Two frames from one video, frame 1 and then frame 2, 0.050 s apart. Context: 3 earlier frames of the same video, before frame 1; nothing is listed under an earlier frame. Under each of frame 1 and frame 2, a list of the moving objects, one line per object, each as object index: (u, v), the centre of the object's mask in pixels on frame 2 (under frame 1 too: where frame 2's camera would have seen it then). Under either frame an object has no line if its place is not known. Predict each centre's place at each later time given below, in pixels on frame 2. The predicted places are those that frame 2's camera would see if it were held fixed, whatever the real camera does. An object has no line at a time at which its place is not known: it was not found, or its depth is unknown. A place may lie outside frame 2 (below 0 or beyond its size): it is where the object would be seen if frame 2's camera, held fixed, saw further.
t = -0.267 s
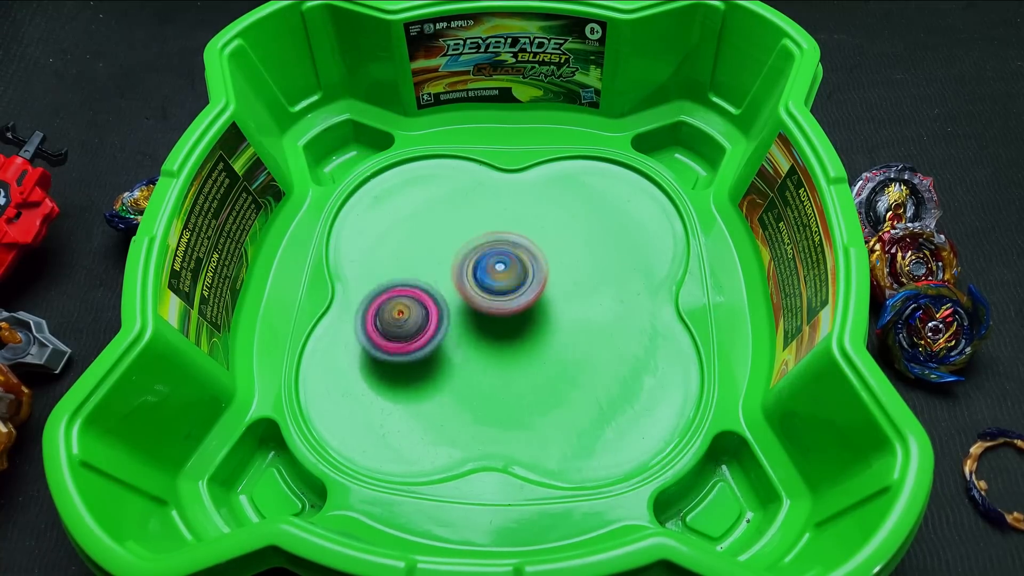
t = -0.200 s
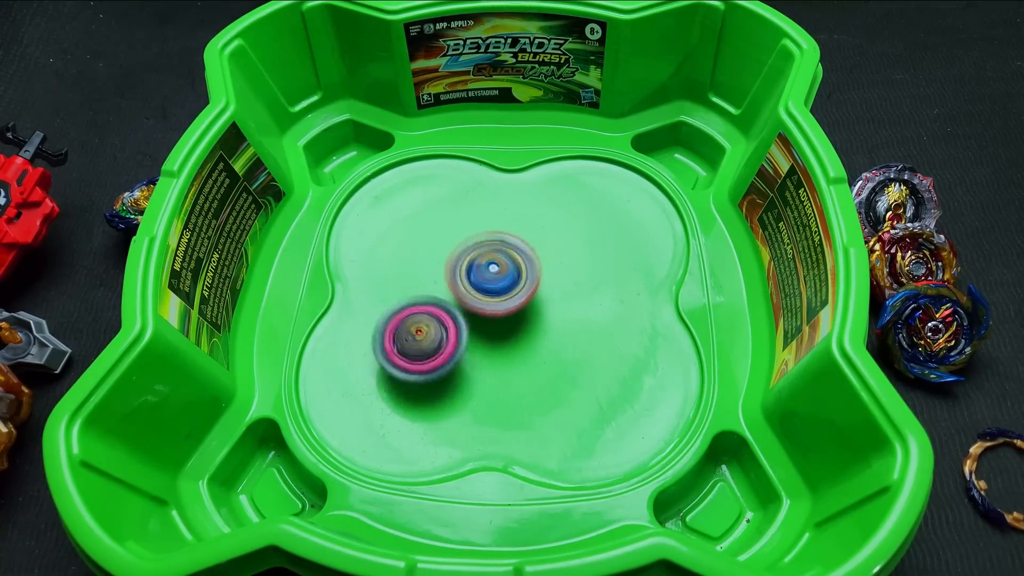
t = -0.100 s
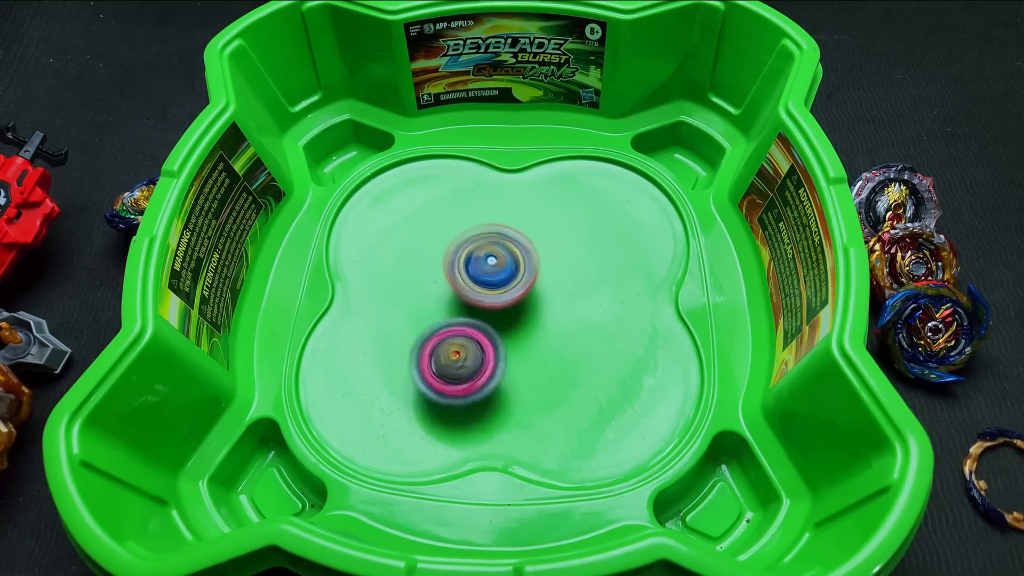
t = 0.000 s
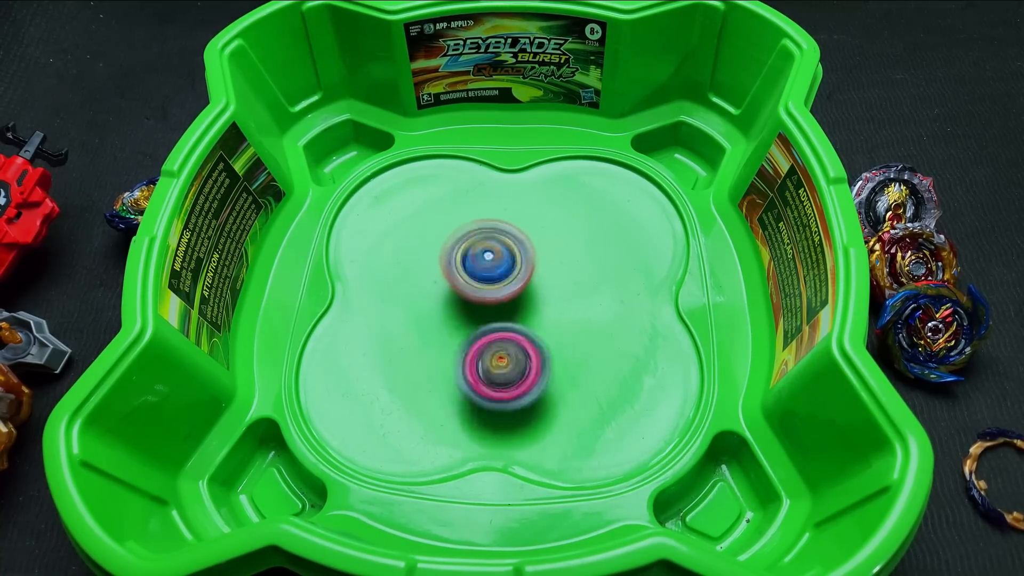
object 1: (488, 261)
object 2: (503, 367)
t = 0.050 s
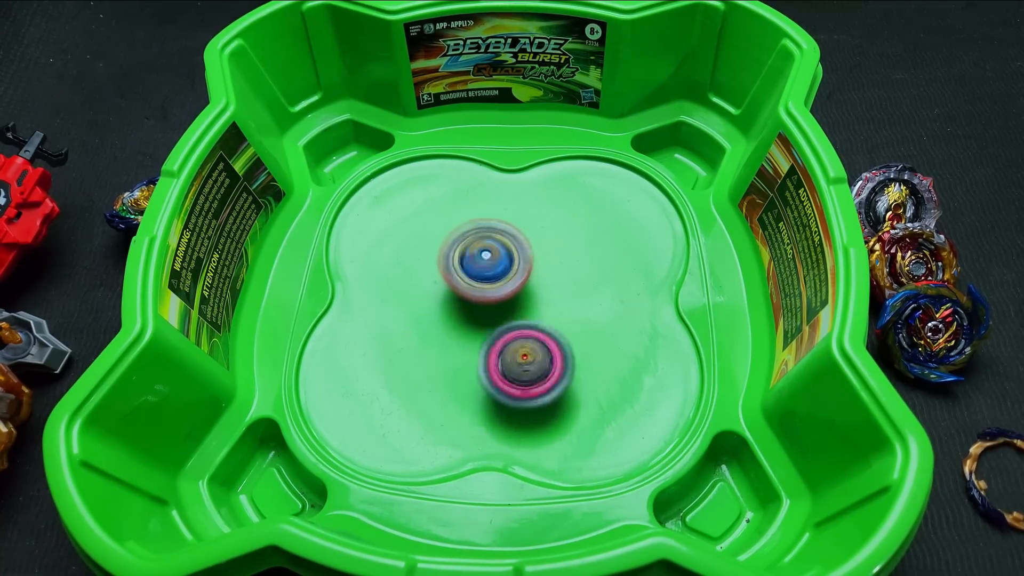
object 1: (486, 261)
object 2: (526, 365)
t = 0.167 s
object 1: (483, 262)
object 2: (568, 344)
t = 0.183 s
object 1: (484, 262)
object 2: (573, 340)
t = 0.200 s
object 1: (484, 263)
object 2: (578, 336)
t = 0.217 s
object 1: (484, 264)
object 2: (581, 331)
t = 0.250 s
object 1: (485, 265)
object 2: (586, 323)
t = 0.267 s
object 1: (485, 266)
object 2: (588, 318)
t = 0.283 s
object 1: (486, 267)
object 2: (591, 313)
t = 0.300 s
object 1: (487, 268)
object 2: (592, 308)
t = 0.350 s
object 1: (490, 271)
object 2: (593, 295)
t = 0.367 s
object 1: (491, 272)
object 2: (592, 290)
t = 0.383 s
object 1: (492, 273)
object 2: (591, 285)
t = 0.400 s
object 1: (492, 273)
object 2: (592, 282)
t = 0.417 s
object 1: (479, 271)
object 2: (603, 281)
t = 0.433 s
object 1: (467, 268)
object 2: (616, 280)
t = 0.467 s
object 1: (445, 264)
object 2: (634, 278)
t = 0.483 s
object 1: (435, 263)
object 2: (641, 276)
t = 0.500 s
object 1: (428, 264)
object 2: (646, 273)
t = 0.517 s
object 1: (422, 264)
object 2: (650, 270)
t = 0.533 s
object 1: (416, 265)
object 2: (653, 267)
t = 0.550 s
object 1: (410, 266)
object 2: (656, 265)
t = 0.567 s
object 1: (405, 267)
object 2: (658, 262)
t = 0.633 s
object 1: (388, 275)
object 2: (663, 252)
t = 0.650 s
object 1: (384, 276)
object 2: (663, 250)
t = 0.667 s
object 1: (381, 278)
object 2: (663, 249)
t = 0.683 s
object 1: (379, 280)
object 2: (663, 247)
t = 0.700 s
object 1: (377, 282)
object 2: (663, 245)
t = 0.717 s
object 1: (375, 284)
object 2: (662, 244)
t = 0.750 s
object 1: (373, 288)
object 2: (662, 242)
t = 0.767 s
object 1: (372, 290)
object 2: (661, 241)
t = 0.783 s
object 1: (372, 292)
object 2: (659, 240)
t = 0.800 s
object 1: (372, 294)
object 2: (659, 239)
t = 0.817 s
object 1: (373, 296)
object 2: (658, 238)
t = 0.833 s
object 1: (373, 298)
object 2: (656, 237)
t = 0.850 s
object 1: (374, 300)
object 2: (655, 237)
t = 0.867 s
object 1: (375, 302)
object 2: (654, 236)
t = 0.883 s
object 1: (377, 304)
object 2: (653, 236)
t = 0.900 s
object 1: (380, 305)
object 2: (651, 235)
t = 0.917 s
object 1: (382, 306)
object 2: (649, 235)
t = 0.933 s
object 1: (385, 308)
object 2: (647, 234)
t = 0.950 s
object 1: (388, 309)
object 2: (644, 234)
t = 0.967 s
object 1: (391, 309)
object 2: (641, 233)
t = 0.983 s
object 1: (397, 310)
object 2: (638, 233)
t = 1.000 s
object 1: (400, 310)
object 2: (636, 233)
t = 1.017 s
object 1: (404, 310)
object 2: (632, 232)
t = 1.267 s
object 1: (473, 295)
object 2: (556, 244)
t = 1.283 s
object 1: (476, 294)
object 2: (550, 246)
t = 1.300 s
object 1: (466, 294)
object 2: (554, 242)
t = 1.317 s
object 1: (451, 297)
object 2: (560, 238)
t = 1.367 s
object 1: (419, 307)
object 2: (570, 232)
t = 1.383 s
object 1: (411, 309)
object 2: (571, 231)
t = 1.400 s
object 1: (405, 311)
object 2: (571, 231)
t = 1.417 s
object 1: (401, 312)
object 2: (567, 231)
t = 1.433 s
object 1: (396, 314)
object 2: (564, 231)
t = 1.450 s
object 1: (395, 316)
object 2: (561, 232)
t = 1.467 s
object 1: (393, 318)
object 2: (556, 232)
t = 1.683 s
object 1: (373, 351)
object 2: (492, 259)
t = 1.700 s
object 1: (372, 354)
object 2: (489, 262)
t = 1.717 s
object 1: (372, 355)
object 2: (484, 265)
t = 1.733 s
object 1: (372, 356)
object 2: (480, 268)
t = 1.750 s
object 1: (375, 358)
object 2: (477, 272)
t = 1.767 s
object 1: (376, 358)
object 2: (473, 275)
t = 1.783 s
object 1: (380, 359)
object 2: (469, 279)
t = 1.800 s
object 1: (382, 358)
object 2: (466, 283)
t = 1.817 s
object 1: (386, 358)
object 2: (462, 285)
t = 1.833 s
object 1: (389, 356)
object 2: (459, 290)
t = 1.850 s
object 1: (393, 355)
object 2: (457, 293)
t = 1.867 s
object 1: (390, 358)
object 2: (458, 293)
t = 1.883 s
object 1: (384, 363)
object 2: (464, 290)
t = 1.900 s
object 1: (381, 366)
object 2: (468, 288)
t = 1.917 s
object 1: (379, 369)
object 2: (472, 287)
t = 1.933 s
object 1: (377, 371)
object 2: (475, 286)
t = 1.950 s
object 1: (377, 373)
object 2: (477, 286)
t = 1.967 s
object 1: (376, 375)
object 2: (478, 286)
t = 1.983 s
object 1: (376, 376)
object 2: (479, 286)
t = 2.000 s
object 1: (376, 377)
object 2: (478, 287)
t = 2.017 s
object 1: (377, 378)
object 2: (479, 288)
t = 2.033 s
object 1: (378, 379)
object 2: (478, 288)
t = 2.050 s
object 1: (379, 379)
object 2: (478, 289)
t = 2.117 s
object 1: (387, 379)
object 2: (478, 292)
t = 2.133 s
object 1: (389, 378)
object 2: (478, 293)
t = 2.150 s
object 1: (392, 377)
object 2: (478, 294)
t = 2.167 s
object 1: (395, 376)
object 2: (479, 294)
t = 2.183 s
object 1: (398, 375)
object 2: (480, 294)
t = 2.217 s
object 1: (405, 372)
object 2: (482, 295)
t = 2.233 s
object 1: (408, 370)
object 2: (482, 295)
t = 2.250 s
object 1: (412, 368)
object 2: (483, 296)
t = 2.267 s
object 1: (416, 366)
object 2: (484, 296)
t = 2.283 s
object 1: (421, 363)
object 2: (485, 296)
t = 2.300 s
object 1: (425, 361)
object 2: (487, 296)
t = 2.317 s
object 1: (425, 359)
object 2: (490, 294)
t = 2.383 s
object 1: (424, 362)
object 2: (506, 283)
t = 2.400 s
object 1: (426, 361)
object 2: (508, 281)
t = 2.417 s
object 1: (427, 362)
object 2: (510, 280)
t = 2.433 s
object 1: (430, 361)
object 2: (511, 278)
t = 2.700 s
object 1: (471, 329)
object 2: (515, 256)
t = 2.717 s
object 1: (471, 328)
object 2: (515, 252)
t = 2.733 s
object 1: (472, 327)
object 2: (516, 251)
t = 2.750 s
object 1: (473, 326)
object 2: (516, 249)
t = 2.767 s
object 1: (474, 324)
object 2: (515, 247)
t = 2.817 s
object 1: (478, 319)
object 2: (514, 243)
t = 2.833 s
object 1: (480, 317)
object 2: (515, 243)
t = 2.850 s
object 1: (481, 316)
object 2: (513, 241)
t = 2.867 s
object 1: (479, 318)
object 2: (515, 239)
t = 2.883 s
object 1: (474, 325)
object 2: (519, 231)
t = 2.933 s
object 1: (465, 341)
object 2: (529, 214)
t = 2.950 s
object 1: (463, 344)
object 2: (531, 211)
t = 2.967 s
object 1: (462, 347)
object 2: (532, 208)
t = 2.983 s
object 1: (461, 350)
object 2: (533, 205)
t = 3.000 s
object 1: (461, 353)
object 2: (533, 202)
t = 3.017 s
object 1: (460, 355)
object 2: (533, 200)
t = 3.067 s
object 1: (460, 362)
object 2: (534, 194)
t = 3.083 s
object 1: (460, 363)
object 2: (534, 192)
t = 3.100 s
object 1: (460, 364)
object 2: (534, 191)
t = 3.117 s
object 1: (461, 365)
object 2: (534, 190)
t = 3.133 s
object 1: (460, 366)
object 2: (533, 189)
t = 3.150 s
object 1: (461, 366)
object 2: (534, 188)
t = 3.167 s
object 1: (461, 366)
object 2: (533, 187)
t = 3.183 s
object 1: (462, 366)
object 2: (533, 187)
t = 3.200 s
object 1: (463, 366)
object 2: (533, 186)
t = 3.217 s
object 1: (463, 366)
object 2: (533, 185)
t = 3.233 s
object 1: (464, 365)
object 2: (533, 185)
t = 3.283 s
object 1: (466, 361)
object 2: (531, 186)
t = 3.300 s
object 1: (468, 359)
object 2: (530, 186)
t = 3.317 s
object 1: (468, 357)
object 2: (530, 187)
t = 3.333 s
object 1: (470, 355)
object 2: (529, 188)
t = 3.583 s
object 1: (481, 307)
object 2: (515, 221)
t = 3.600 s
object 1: (482, 304)
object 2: (514, 225)
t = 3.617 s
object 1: (481, 300)
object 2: (513, 228)
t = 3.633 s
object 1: (471, 304)
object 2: (517, 225)
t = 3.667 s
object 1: (449, 321)
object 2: (528, 211)
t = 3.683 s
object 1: (440, 328)
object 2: (533, 209)
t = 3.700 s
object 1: (432, 333)
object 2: (536, 205)
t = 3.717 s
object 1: (423, 337)
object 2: (540, 204)
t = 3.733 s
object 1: (417, 341)
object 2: (542, 203)
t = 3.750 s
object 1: (413, 344)
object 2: (543, 204)
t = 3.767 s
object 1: (411, 346)
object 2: (544, 204)
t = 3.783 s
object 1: (407, 349)
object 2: (544, 205)
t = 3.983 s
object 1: (375, 368)
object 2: (533, 227)
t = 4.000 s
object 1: (372, 368)
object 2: (533, 230)
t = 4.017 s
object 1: (371, 370)
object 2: (531, 232)
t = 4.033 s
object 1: (369, 369)
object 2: (529, 236)
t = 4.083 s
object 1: (365, 368)
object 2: (524, 244)
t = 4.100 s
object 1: (364, 368)
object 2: (522, 248)
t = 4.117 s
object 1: (363, 367)
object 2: (520, 252)
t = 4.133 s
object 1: (363, 366)
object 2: (519, 255)
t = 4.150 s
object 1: (362, 365)
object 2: (516, 259)
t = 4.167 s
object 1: (363, 363)
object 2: (515, 263)
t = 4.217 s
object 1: (365, 358)
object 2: (510, 275)
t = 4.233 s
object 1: (366, 356)
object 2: (509, 280)
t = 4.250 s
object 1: (367, 354)
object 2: (508, 283)
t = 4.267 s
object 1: (370, 352)
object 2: (506, 288)
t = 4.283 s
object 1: (371, 350)
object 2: (506, 292)
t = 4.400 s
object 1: (393, 334)
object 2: (502, 321)
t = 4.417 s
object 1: (396, 331)
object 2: (501, 325)
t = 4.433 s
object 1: (401, 328)
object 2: (502, 328)
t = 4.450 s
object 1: (402, 326)
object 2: (503, 331)
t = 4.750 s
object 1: (456, 280)
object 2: (521, 368)
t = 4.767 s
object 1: (460, 277)
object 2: (521, 369)
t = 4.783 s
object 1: (463, 276)
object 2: (522, 368)
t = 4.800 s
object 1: (467, 274)
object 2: (521, 369)
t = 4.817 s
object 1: (472, 272)
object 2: (522, 368)
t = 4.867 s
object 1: (483, 267)
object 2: (520, 367)
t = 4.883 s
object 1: (486, 266)
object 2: (520, 366)
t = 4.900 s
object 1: (490, 265)
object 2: (518, 365)
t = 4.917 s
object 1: (494, 264)
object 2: (517, 365)
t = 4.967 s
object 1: (504, 261)
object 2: (515, 360)
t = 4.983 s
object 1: (508, 260)
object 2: (513, 359)
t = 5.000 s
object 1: (512, 260)
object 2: (513, 357)
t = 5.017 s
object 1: (515, 259)
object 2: (511, 355)
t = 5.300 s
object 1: (568, 259)
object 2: (483, 321)
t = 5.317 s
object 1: (569, 259)
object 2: (480, 318)
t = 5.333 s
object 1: (571, 259)
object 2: (479, 316)
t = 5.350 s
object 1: (573, 261)
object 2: (476, 313)
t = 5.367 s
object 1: (573, 261)
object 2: (474, 310)
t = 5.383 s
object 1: (574, 261)
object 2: (472, 307)
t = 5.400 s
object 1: (575, 263)
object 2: (470, 305)
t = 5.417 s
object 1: (575, 264)
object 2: (468, 302)
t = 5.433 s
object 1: (576, 265)
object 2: (466, 300)
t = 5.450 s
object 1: (576, 267)
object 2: (465, 298)
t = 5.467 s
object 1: (575, 268)
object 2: (462, 295)
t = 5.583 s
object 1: (567, 279)
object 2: (451, 280)
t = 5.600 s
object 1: (565, 281)
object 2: (450, 277)
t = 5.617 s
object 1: (564, 283)
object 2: (448, 275)
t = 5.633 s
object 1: (561, 285)
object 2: (447, 273)
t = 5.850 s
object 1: (517, 304)
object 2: (440, 257)
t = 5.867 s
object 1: (513, 305)
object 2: (440, 256)
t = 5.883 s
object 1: (510, 306)
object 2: (440, 254)
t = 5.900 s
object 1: (511, 314)
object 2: (437, 248)
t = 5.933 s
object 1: (514, 326)
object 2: (430, 236)
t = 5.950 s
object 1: (515, 331)
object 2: (428, 232)
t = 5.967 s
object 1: (514, 335)
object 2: (427, 228)
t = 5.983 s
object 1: (513, 338)
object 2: (426, 225)
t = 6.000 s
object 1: (512, 341)
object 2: (425, 222)
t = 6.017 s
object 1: (510, 342)
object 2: (424, 220)
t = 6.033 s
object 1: (509, 344)
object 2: (424, 217)
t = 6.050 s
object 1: (508, 346)
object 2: (423, 215)
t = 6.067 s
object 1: (506, 347)
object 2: (423, 212)
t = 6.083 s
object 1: (505, 348)
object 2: (423, 210)
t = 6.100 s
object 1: (503, 349)
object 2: (423, 208)
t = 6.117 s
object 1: (502, 350)
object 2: (423, 206)
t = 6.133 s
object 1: (501, 351)
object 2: (423, 204)
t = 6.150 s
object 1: (500, 351)
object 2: (423, 202)
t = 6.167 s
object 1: (498, 351)
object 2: (424, 201)
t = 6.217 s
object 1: (493, 351)
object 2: (426, 198)
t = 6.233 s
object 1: (492, 350)
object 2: (427, 196)
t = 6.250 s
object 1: (490, 350)
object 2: (428, 196)
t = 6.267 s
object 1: (489, 349)
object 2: (429, 195)
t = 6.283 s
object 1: (488, 348)
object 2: (430, 194)
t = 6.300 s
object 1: (487, 347)
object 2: (432, 193)
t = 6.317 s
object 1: (485, 345)
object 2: (433, 193)
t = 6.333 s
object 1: (484, 344)
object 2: (434, 193)
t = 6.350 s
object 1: (483, 343)
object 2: (436, 193)
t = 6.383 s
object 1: (481, 339)
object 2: (439, 193)
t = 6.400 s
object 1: (479, 337)
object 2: (441, 193)
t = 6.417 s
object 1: (478, 335)
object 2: (443, 193)
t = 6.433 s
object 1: (478, 332)
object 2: (445, 193)
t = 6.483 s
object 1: (475, 324)
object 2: (451, 196)
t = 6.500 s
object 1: (474, 321)
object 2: (454, 197)
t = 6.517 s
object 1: (474, 317)
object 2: (455, 198)
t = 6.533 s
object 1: (473, 314)
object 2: (458, 200)
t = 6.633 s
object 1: (472, 295)
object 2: (472, 213)
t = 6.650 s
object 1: (472, 293)
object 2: (474, 215)
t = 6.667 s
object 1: (470, 293)
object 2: (477, 215)
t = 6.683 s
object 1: (468, 294)
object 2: (481, 214)
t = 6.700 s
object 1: (465, 299)
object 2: (486, 212)
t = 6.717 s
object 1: (464, 302)
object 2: (491, 211)
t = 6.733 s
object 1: (462, 306)
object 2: (494, 212)
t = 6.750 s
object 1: (460, 307)
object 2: (498, 212)
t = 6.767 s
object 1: (461, 309)
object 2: (501, 215)
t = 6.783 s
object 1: (461, 312)
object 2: (504, 216)
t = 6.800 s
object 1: (460, 314)
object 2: (506, 219)
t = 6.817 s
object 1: (462, 315)
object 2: (508, 221)
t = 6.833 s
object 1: (463, 317)
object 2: (510, 225)
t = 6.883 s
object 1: (465, 321)
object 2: (517, 232)
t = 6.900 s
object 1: (465, 322)
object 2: (519, 236)
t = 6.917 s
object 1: (466, 321)
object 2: (520, 238)
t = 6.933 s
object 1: (468, 322)
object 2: (523, 242)
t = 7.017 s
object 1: (473, 321)
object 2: (531, 257)
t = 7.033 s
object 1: (476, 321)
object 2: (532, 259)
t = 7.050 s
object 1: (476, 322)
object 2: (534, 262)
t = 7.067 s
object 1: (473, 324)
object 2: (536, 264)
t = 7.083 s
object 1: (471, 325)
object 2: (539, 266)
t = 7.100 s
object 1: (469, 326)
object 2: (541, 267)
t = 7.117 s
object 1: (467, 327)
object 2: (542, 269)
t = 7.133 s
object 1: (465, 326)
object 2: (543, 273)
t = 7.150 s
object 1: (462, 328)
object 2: (544, 275)
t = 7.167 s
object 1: (460, 330)
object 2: (544, 279)
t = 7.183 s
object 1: (458, 331)
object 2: (543, 282)
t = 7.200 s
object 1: (456, 332)
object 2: (543, 286)
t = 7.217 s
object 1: (455, 332)
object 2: (543, 289)
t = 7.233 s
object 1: (452, 333)
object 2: (542, 292)
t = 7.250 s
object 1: (451, 332)
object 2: (542, 296)
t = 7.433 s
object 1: (431, 321)
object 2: (534, 328)
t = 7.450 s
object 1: (430, 320)
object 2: (532, 331)
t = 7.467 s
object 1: (428, 319)
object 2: (530, 334)
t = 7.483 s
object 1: (427, 317)
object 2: (529, 337)
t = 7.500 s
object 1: (425, 315)
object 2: (526, 340)
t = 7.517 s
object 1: (425, 313)
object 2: (525, 342)
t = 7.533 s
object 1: (424, 311)
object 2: (522, 344)
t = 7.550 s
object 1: (424, 309)
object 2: (521, 346)
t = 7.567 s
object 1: (424, 306)
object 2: (517, 349)
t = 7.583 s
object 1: (424, 304)
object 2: (515, 350)
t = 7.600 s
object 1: (424, 302)
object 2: (512, 352)
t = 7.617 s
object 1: (425, 300)
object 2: (510, 354)
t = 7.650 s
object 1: (427, 296)
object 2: (504, 357)
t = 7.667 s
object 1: (428, 294)
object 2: (501, 359)
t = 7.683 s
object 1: (430, 292)
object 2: (498, 360)
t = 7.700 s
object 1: (431, 290)
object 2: (495, 361)
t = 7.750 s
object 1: (438, 285)
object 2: (485, 363)
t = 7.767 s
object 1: (440, 283)
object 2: (483, 363)
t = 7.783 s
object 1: (443, 282)
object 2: (480, 364)
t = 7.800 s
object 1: (445, 281)
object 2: (476, 365)
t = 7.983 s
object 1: (478, 270)
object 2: (440, 367)
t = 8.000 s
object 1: (482, 271)
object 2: (436, 367)
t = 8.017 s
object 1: (485, 273)
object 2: (433, 366)
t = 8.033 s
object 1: (487, 274)
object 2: (431, 366)
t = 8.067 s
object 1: (490, 275)
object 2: (426, 363)
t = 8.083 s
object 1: (491, 276)
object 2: (422, 362)
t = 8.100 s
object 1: (493, 277)
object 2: (420, 360)
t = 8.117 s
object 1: (495, 277)
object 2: (418, 359)
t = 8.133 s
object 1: (498, 278)
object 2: (416, 357)
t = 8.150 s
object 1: (500, 280)
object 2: (413, 356)
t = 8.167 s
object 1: (501, 282)
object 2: (411, 354)
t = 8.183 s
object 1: (503, 284)
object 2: (411, 352)
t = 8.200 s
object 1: (504, 286)
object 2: (408, 350)
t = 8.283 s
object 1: (508, 294)
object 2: (404, 338)
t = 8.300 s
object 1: (508, 296)
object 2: (404, 336)
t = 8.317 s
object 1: (509, 298)
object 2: (402, 333)
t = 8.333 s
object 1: (509, 301)
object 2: (403, 330)
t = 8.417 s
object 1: (506, 309)
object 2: (405, 316)
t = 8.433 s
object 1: (505, 310)
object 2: (404, 313)
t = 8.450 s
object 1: (507, 313)
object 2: (403, 309)
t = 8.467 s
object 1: (516, 318)
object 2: (395, 303)
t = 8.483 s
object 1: (524, 321)
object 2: (388, 296)
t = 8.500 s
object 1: (530, 324)
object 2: (382, 290)
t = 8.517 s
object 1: (534, 325)
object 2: (379, 284)
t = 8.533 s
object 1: (539, 328)
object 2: (377, 279)
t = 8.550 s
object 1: (541, 330)
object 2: (375, 274)
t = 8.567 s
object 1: (540, 332)
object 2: (375, 271)
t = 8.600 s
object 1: (540, 334)
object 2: (374, 265)
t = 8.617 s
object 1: (538, 334)
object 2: (374, 262)
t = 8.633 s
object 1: (538, 334)
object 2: (374, 260)
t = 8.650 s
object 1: (536, 335)
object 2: (374, 257)
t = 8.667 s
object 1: (534, 335)
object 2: (375, 254)
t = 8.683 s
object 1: (532, 335)
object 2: (375, 251)
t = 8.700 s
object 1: (530, 336)
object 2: (377, 249)
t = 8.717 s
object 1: (528, 334)
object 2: (378, 247)
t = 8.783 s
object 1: (521, 330)
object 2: (385, 238)
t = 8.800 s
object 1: (520, 329)
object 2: (387, 236)
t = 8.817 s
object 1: (519, 328)
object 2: (389, 234)
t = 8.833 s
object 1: (517, 326)
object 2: (392, 232)
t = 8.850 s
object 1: (517, 325)
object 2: (395, 230)
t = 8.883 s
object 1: (515, 321)
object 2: (400, 227)
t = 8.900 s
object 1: (515, 320)
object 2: (404, 225)
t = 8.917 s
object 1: (514, 318)
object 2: (407, 224)
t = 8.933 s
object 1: (514, 317)
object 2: (410, 223)
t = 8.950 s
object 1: (514, 315)
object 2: (414, 222)
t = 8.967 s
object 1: (514, 314)
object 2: (417, 222)
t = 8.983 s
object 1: (514, 311)
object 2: (421, 221)
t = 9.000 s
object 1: (514, 310)
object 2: (424, 220)
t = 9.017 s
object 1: (516, 308)
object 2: (428, 220)
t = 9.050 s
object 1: (516, 305)
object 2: (435, 220)
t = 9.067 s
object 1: (517, 304)
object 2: (439, 220)
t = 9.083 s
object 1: (517, 303)
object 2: (443, 221)
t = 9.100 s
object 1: (518, 301)
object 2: (446, 221)
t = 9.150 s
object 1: (521, 296)
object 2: (458, 225)
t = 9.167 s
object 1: (522, 295)
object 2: (461, 226)
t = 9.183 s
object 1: (524, 294)
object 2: (465, 228)
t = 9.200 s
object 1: (525, 293)
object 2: (468, 228)
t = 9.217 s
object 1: (526, 292)
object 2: (471, 230)
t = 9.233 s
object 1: (528, 291)
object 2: (474, 232)
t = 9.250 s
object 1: (530, 290)
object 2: (476, 233)
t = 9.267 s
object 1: (533, 292)
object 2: (479, 231)
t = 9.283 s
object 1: (535, 294)
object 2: (481, 232)
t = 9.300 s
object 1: (536, 296)
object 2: (483, 232)
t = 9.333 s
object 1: (536, 298)
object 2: (488, 235)
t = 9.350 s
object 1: (536, 300)
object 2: (490, 235)
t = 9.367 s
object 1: (537, 309)
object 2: (492, 234)
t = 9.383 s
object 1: (538, 318)
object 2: (492, 230)
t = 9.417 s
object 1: (545, 334)
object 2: (494, 223)
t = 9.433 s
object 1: (548, 344)
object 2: (495, 222)
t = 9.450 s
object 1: (550, 352)
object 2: (497, 222)
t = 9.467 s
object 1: (553, 358)
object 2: (498, 223)
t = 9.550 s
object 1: (565, 387)
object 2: (504, 233)
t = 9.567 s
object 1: (569, 388)
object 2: (505, 235)
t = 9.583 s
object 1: (572, 394)
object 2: (507, 238)
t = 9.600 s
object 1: (573, 400)
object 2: (507, 242)
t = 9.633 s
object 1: (575, 404)
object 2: (509, 247)
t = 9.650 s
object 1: (575, 407)
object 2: (508, 250)
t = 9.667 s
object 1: (573, 408)
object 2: (509, 252)
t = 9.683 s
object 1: (573, 409)
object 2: (510, 256)
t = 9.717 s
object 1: (569, 408)
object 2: (510, 260)
